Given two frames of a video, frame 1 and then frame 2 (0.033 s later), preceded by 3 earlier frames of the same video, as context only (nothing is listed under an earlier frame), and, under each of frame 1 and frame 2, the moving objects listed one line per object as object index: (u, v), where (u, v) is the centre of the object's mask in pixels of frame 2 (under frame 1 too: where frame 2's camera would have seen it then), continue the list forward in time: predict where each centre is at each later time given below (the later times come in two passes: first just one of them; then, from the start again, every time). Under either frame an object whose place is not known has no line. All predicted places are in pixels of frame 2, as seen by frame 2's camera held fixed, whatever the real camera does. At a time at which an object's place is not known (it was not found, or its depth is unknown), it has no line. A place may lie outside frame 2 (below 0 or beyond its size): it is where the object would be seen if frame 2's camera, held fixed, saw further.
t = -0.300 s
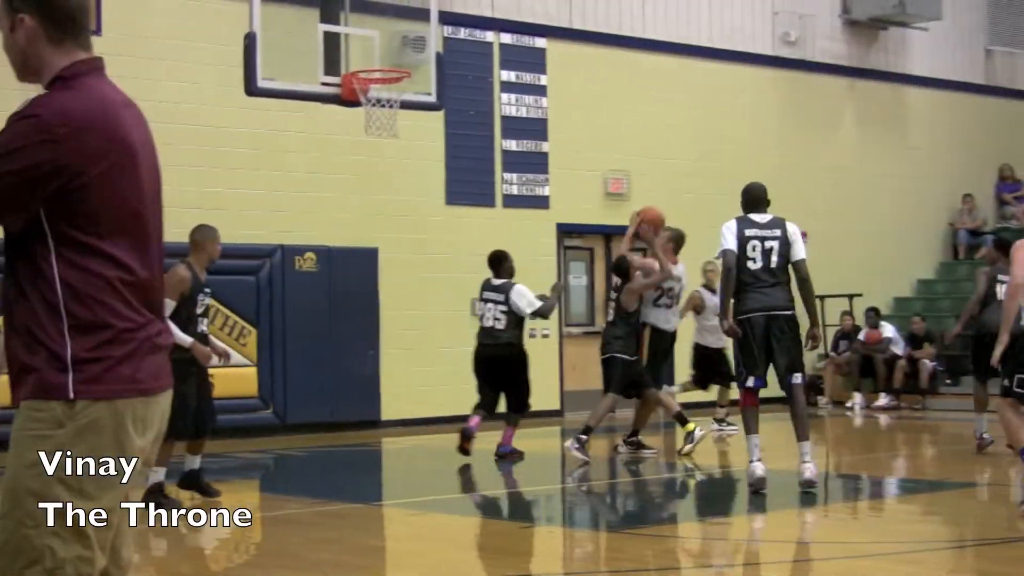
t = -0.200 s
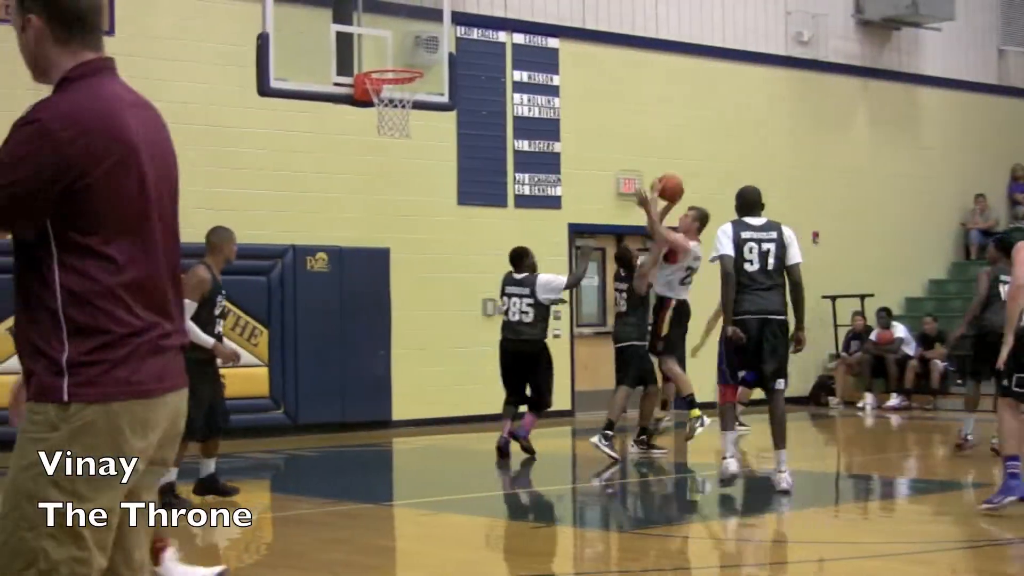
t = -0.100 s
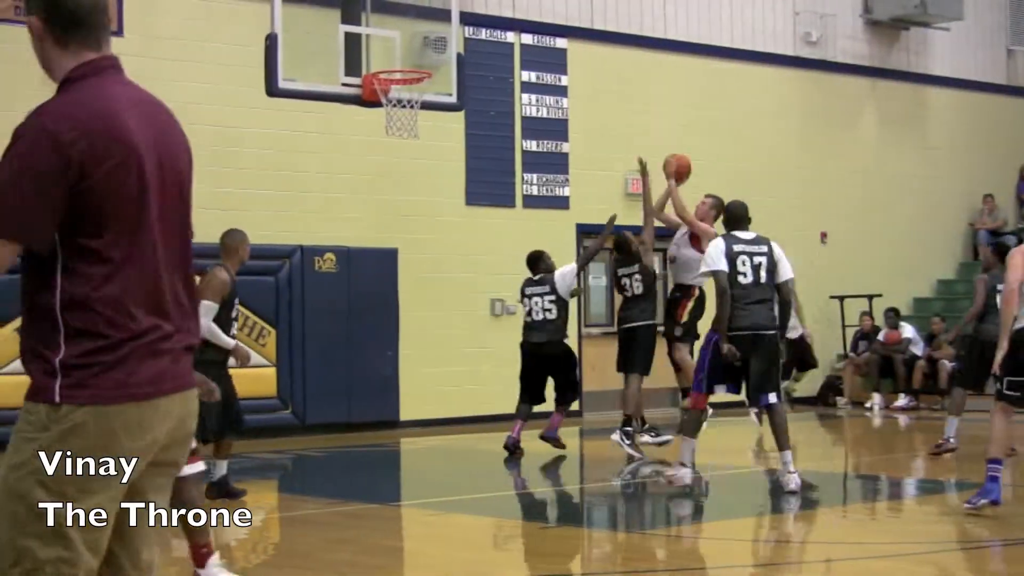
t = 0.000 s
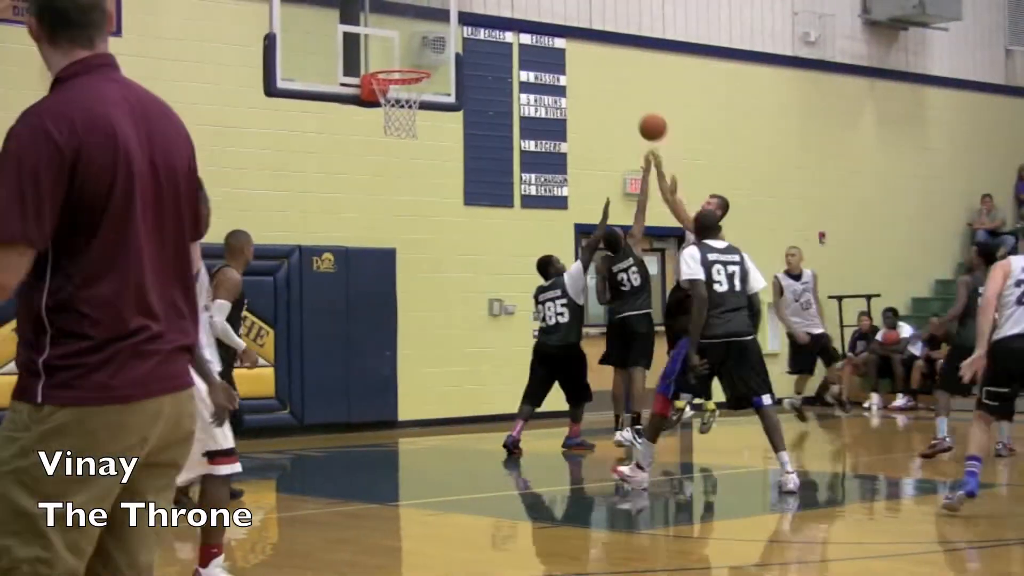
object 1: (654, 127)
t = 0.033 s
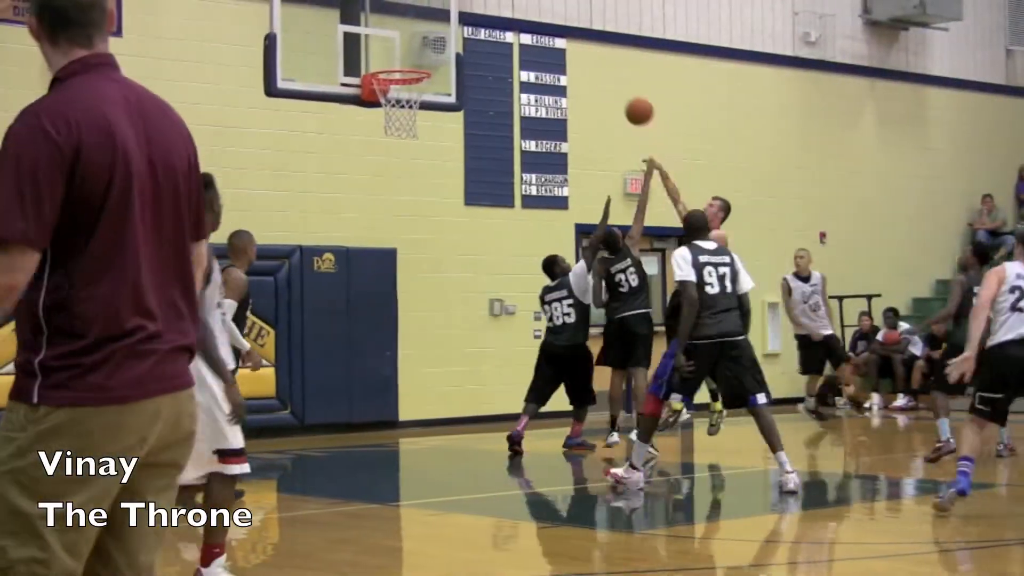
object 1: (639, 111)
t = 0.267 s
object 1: (538, 32)
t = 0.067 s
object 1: (625, 97)
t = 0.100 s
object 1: (611, 83)
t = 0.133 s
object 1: (596, 70)
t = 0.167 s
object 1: (582, 59)
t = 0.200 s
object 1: (568, 49)
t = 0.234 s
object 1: (553, 40)
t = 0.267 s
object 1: (538, 32)
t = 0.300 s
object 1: (524, 26)
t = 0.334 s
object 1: (509, 20)
